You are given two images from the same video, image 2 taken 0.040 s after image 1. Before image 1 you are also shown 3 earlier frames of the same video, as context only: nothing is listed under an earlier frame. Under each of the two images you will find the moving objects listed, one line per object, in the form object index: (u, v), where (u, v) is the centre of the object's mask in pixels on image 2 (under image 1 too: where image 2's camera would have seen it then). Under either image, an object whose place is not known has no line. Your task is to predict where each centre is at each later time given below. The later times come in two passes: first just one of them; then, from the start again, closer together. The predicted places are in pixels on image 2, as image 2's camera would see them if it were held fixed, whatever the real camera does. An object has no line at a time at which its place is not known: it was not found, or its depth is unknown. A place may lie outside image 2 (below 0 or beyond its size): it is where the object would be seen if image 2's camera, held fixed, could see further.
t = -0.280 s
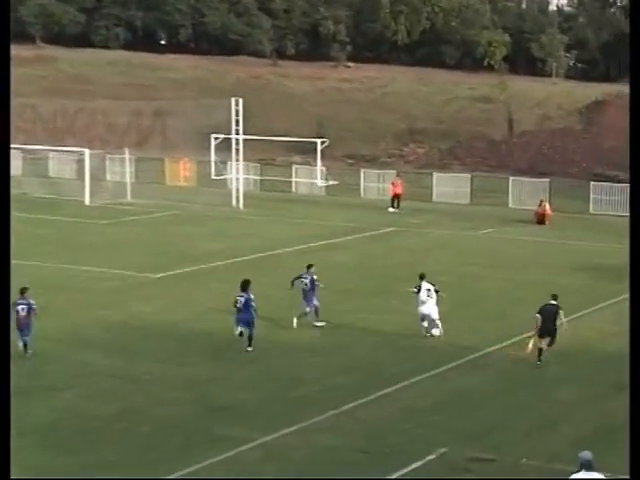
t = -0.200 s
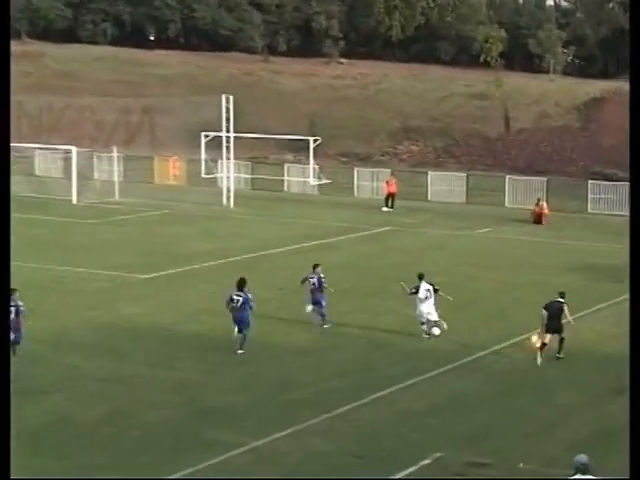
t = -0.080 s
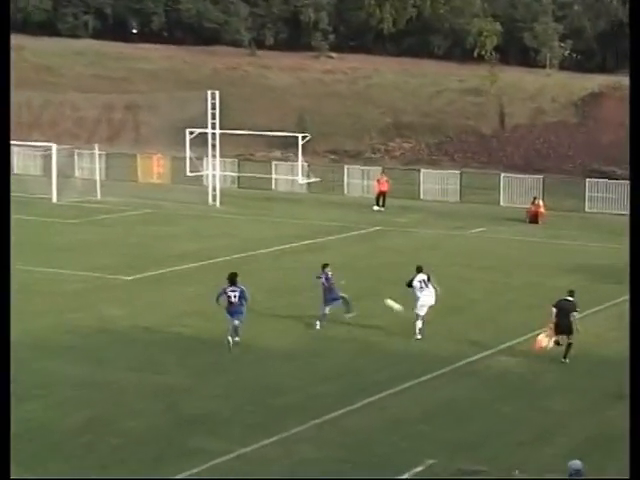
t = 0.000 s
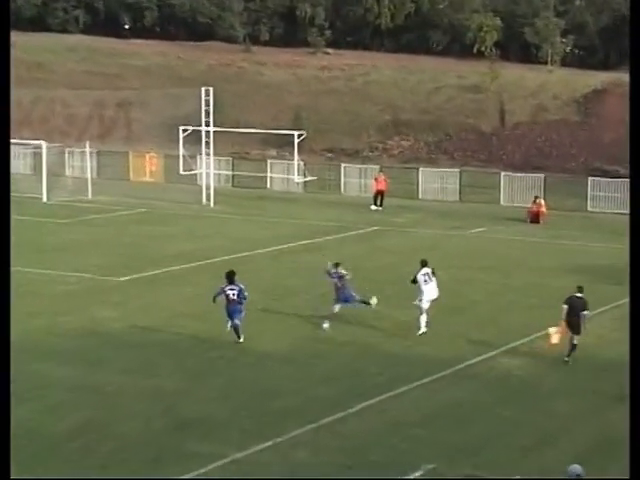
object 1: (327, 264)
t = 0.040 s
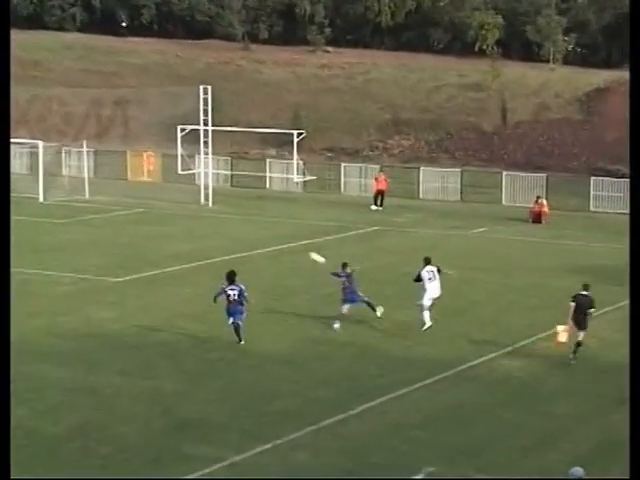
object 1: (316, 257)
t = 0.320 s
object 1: (172, 175)
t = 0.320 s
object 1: (172, 175)
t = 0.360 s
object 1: (153, 167)
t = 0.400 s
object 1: (135, 158)
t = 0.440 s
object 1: (117, 151)
